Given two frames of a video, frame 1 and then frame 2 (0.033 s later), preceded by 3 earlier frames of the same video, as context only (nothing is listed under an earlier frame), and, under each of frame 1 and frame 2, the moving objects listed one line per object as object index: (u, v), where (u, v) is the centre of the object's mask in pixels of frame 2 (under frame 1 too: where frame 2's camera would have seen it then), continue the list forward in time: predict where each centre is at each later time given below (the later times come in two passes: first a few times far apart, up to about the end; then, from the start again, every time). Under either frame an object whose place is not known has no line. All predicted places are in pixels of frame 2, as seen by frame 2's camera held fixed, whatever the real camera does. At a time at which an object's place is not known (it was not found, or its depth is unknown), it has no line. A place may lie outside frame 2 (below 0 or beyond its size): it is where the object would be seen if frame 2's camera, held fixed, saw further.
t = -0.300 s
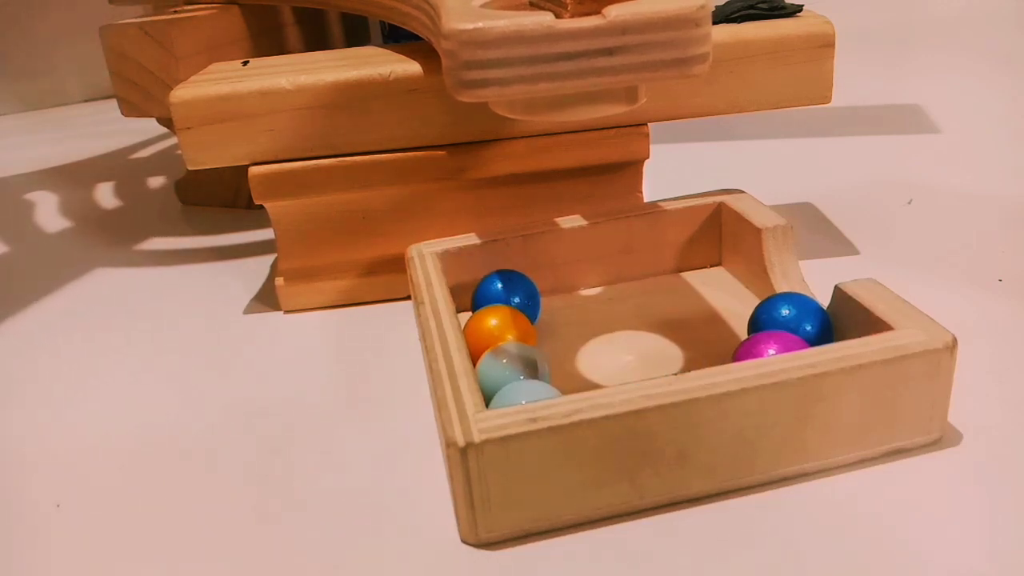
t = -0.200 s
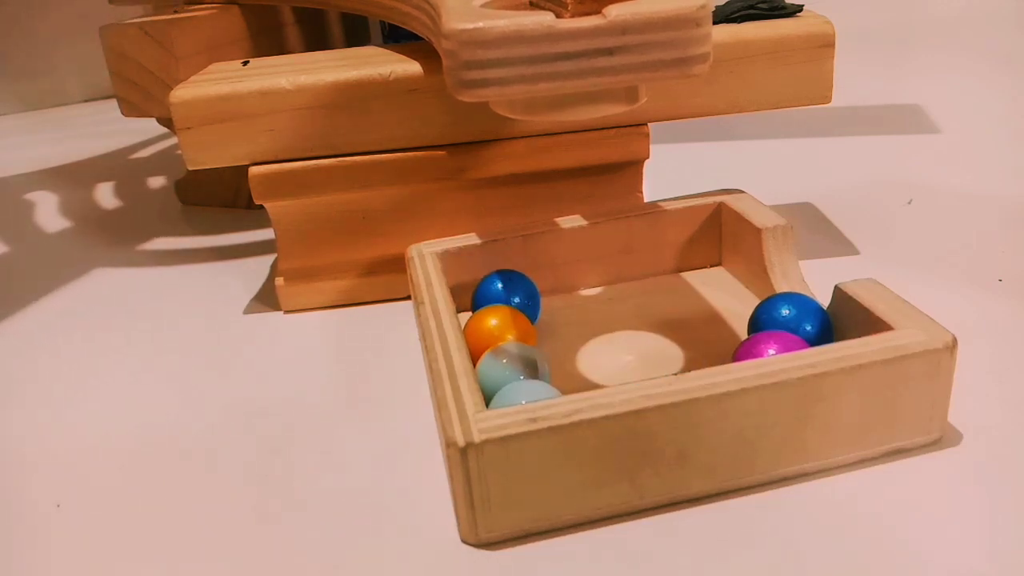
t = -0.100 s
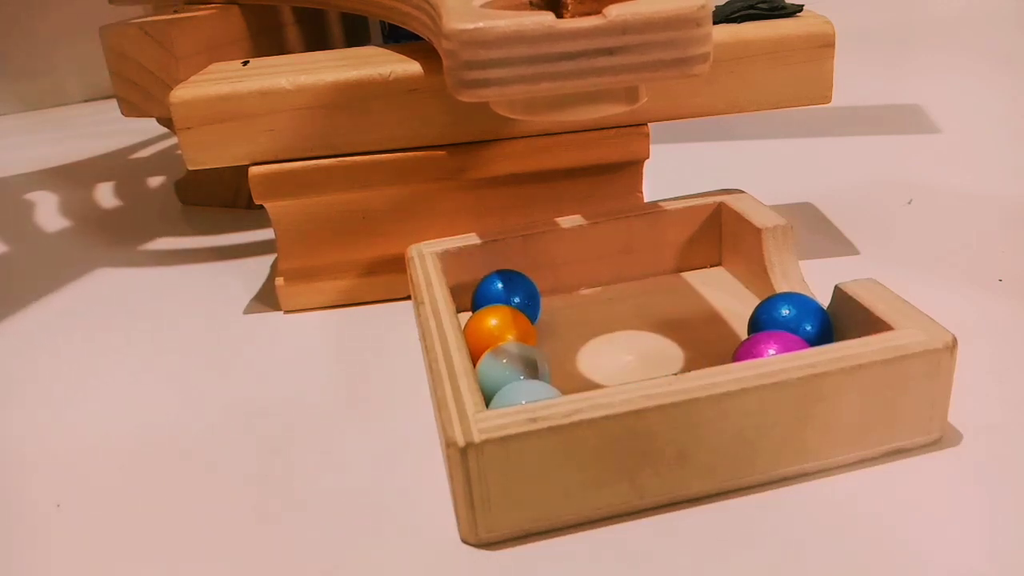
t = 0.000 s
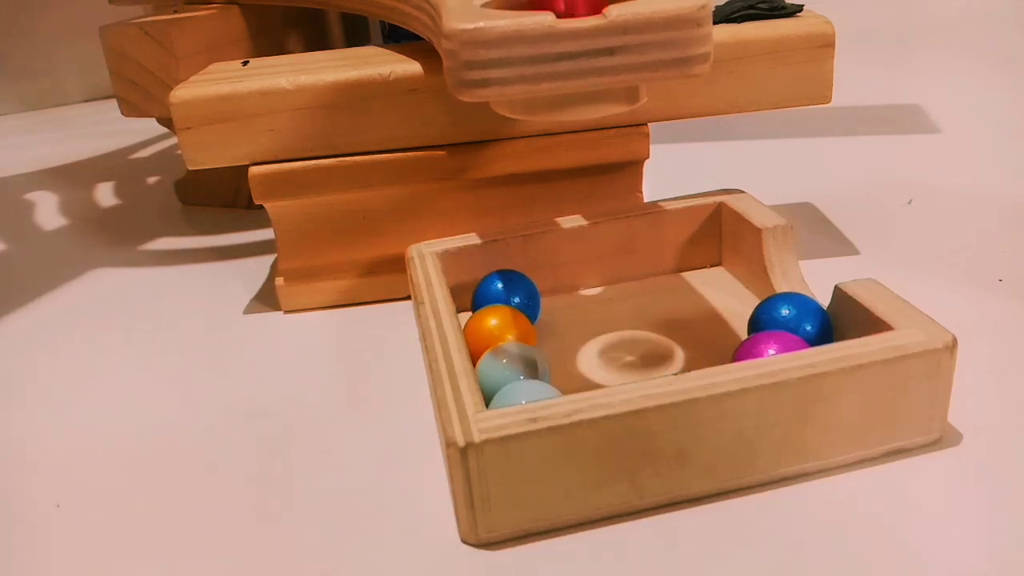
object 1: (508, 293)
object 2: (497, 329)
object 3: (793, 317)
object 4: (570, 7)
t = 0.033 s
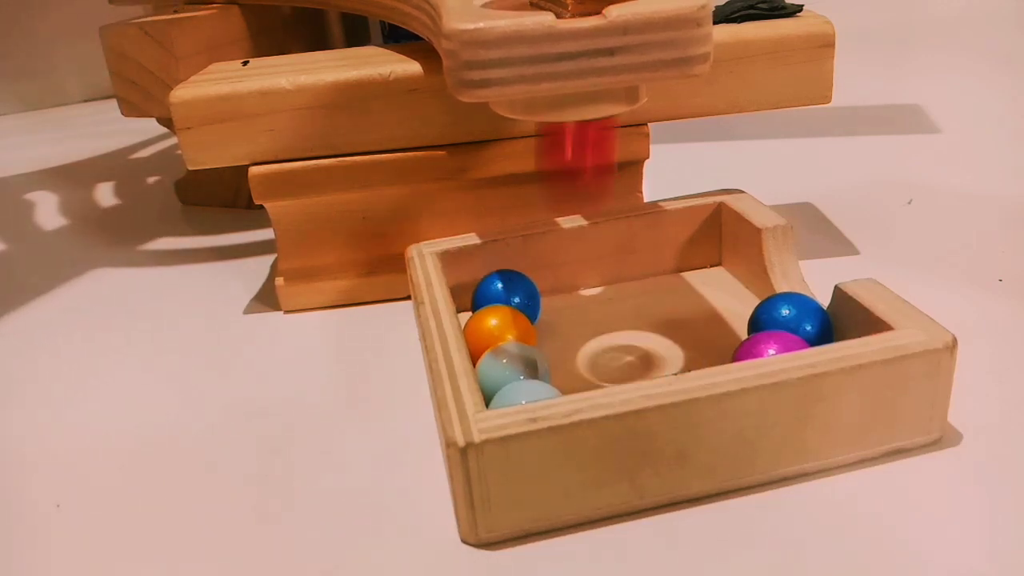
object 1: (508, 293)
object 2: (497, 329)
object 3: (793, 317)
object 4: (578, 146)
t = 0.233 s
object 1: (508, 293)
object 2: (496, 330)
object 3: (793, 317)
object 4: (590, 304)
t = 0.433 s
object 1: (508, 293)
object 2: (497, 331)
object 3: (793, 317)
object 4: (660, 274)
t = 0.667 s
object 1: (482, 281)
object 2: (491, 320)
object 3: (795, 318)
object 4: (702, 253)
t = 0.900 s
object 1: (478, 281)
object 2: (492, 320)
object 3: (795, 331)
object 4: (702, 254)
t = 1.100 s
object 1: (478, 282)
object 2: (492, 322)
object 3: (789, 333)
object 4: (700, 246)
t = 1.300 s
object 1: (478, 282)
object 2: (492, 321)
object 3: (765, 335)
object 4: (703, 241)
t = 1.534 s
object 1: (478, 282)
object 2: (492, 321)
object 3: (729, 337)
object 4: (700, 242)
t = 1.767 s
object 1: (478, 282)
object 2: (492, 321)
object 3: (698, 339)
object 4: (700, 243)
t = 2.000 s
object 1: (478, 292)
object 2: (526, 320)
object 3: (680, 345)
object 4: (698, 244)
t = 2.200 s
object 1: (481, 295)
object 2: (537, 320)
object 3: (668, 352)
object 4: (699, 242)
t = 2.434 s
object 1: (479, 292)
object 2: (528, 320)
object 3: (662, 357)
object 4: (697, 245)
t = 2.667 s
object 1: (477, 288)
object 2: (507, 321)
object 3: (663, 356)
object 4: (698, 244)
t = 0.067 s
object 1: (507, 293)
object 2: (497, 329)
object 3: (793, 317)
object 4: (583, 284)
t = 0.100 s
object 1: (505, 292)
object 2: (497, 329)
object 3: (793, 318)
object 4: (564, 276)
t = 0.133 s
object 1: (505, 293)
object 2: (497, 329)
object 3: (793, 317)
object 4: (557, 266)
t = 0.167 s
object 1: (500, 290)
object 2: (496, 329)
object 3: (793, 317)
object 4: (557, 293)
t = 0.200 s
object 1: (507, 293)
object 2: (496, 330)
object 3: (793, 317)
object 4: (577, 302)
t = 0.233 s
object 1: (508, 293)
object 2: (496, 330)
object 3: (793, 317)
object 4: (590, 304)
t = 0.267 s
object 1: (508, 294)
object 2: (497, 331)
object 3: (793, 317)
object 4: (602, 299)
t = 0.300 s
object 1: (508, 294)
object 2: (497, 331)
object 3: (793, 317)
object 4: (615, 294)
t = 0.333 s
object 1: (508, 294)
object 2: (497, 331)
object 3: (793, 317)
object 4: (627, 288)
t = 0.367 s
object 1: (508, 294)
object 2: (497, 331)
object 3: (793, 317)
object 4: (638, 284)
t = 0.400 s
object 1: (508, 294)
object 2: (497, 331)
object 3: (793, 317)
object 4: (649, 279)
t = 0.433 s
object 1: (508, 293)
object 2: (497, 331)
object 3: (793, 317)
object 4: (660, 274)
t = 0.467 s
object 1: (502, 298)
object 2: (497, 330)
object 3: (793, 317)
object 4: (669, 269)
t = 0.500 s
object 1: (496, 284)
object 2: (494, 326)
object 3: (793, 317)
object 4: (679, 264)
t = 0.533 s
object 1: (493, 282)
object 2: (493, 323)
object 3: (792, 317)
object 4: (688, 260)
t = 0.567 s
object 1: (490, 281)
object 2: (492, 322)
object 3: (792, 317)
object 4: (692, 256)
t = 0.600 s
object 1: (488, 280)
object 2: (492, 321)
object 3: (792, 317)
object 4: (706, 252)
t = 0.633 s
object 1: (486, 281)
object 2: (492, 320)
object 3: (792, 317)
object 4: (707, 248)
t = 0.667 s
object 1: (482, 281)
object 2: (491, 320)
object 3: (795, 318)
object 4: (702, 253)
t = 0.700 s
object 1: (479, 281)
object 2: (491, 319)
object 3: (797, 320)
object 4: (703, 255)
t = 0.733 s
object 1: (479, 281)
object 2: (491, 319)
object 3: (799, 323)
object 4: (703, 257)
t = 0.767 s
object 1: (479, 281)
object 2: (492, 319)
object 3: (799, 325)
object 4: (704, 257)
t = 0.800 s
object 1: (478, 281)
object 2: (492, 319)
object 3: (797, 327)
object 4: (705, 256)
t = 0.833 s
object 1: (478, 281)
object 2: (492, 319)
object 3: (796, 328)
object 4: (703, 255)
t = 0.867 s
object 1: (478, 281)
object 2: (492, 320)
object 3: (795, 330)
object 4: (703, 254)
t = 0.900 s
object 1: (478, 281)
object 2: (492, 320)
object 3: (795, 331)
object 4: (702, 254)
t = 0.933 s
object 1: (478, 281)
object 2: (492, 321)
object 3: (795, 332)
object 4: (702, 253)
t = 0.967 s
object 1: (478, 281)
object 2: (492, 321)
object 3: (795, 333)
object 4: (701, 252)
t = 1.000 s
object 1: (478, 282)
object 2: (492, 321)
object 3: (795, 333)
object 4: (700, 251)
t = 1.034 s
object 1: (478, 282)
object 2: (492, 322)
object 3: (794, 333)
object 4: (700, 249)
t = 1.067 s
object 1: (478, 282)
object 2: (492, 322)
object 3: (792, 333)
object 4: (700, 248)
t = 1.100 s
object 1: (478, 282)
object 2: (492, 322)
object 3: (789, 333)
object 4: (700, 246)
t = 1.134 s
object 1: (478, 282)
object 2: (492, 321)
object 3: (785, 333)
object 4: (700, 244)
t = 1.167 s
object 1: (478, 282)
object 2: (492, 321)
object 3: (782, 333)
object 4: (700, 243)
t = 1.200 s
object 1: (478, 282)
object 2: (492, 321)
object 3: (778, 334)
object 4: (701, 243)
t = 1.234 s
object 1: (478, 281)
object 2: (492, 321)
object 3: (774, 334)
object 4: (702, 242)
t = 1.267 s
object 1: (478, 282)
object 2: (492, 321)
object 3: (770, 335)
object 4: (702, 242)
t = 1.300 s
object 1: (478, 282)
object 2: (492, 321)
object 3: (765, 335)
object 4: (703, 241)
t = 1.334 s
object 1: (478, 281)
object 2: (492, 322)
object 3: (761, 336)
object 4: (701, 241)
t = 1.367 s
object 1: (478, 281)
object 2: (492, 321)
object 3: (756, 336)
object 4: (700, 242)
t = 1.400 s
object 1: (478, 281)
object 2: (492, 321)
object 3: (752, 336)
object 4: (699, 242)
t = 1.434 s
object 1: (478, 281)
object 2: (492, 321)
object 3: (746, 336)
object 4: (699, 242)
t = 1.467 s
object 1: (478, 281)
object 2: (492, 321)
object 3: (741, 337)
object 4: (699, 242)
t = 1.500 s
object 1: (478, 282)
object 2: (492, 321)
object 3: (735, 337)
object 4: (699, 242)
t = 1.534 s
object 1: (478, 282)
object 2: (492, 321)
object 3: (729, 337)
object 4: (700, 242)
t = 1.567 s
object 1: (478, 282)
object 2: (492, 321)
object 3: (724, 337)
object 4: (699, 243)
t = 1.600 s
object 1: (478, 282)
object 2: (492, 321)
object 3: (718, 338)
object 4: (699, 243)
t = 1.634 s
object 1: (478, 282)
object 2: (492, 321)
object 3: (713, 338)
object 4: (698, 243)
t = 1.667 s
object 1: (478, 282)
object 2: (492, 321)
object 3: (709, 338)
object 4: (699, 243)
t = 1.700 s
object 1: (478, 282)
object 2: (492, 322)
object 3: (705, 338)
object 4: (699, 243)
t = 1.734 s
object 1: (478, 282)
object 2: (492, 321)
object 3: (701, 338)
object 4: (699, 243)
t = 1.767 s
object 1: (478, 282)
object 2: (492, 321)
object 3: (698, 339)
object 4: (700, 243)
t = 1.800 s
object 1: (477, 282)
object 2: (494, 321)
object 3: (695, 339)
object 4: (699, 243)
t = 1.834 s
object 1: (476, 285)
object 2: (499, 321)
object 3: (693, 339)
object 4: (698, 244)
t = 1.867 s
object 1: (475, 288)
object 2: (505, 320)
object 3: (690, 340)
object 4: (699, 243)
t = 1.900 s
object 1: (476, 289)
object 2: (511, 320)
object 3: (687, 341)
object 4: (699, 243)
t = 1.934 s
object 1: (476, 292)
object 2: (517, 320)
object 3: (685, 342)
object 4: (698, 244)
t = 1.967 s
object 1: (477, 291)
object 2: (522, 320)
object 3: (682, 343)
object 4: (698, 244)
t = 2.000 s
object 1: (478, 292)
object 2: (526, 320)
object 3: (680, 345)
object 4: (698, 244)
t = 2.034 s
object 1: (479, 293)
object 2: (529, 320)
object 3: (678, 346)
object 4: (698, 244)
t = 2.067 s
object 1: (480, 294)
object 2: (532, 320)
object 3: (676, 347)
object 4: (698, 244)
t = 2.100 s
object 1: (480, 294)
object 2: (535, 320)
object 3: (674, 349)
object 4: (698, 244)
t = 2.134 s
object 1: (481, 294)
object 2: (536, 320)
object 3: (670, 350)
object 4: (698, 243)
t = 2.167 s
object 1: (481, 295)
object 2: (537, 320)
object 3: (668, 351)
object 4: (699, 243)
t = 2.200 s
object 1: (481, 295)
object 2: (537, 320)
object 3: (668, 352)
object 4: (699, 242)
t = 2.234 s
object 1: (481, 295)
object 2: (537, 320)
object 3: (668, 353)
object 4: (699, 242)
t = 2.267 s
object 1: (481, 294)
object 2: (537, 320)
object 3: (666, 354)
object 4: (699, 243)
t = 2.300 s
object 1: (481, 295)
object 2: (535, 320)
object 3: (664, 355)
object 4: (699, 243)
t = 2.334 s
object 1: (480, 294)
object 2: (534, 320)
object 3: (664, 355)
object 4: (698, 244)
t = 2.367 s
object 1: (480, 294)
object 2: (532, 320)
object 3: (663, 356)
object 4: (697, 244)
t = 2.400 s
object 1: (479, 293)
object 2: (530, 320)
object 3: (662, 356)
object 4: (698, 244)
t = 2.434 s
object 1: (479, 292)
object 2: (528, 320)
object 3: (662, 357)
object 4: (697, 245)
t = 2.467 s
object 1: (478, 292)
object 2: (525, 320)
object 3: (662, 356)
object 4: (697, 245)
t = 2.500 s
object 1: (478, 292)
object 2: (523, 320)
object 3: (662, 356)
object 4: (698, 245)
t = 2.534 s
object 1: (478, 291)
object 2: (521, 320)
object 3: (663, 356)
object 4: (698, 245)
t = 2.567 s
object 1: (477, 291)
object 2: (518, 321)
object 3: (663, 356)
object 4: (698, 245)
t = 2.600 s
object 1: (477, 289)
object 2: (514, 321)
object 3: (663, 356)
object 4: (698, 245)
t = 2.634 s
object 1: (476, 289)
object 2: (511, 321)
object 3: (663, 356)
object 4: (698, 244)
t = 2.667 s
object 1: (477, 288)
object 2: (507, 321)
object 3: (663, 356)
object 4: (698, 244)
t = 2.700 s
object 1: (477, 288)
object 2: (504, 322)
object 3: (663, 356)
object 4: (698, 244)
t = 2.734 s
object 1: (477, 287)
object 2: (502, 322)
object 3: (663, 356)
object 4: (698, 244)
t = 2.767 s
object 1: (478, 286)
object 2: (500, 323)
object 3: (663, 356)
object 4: (698, 244)
